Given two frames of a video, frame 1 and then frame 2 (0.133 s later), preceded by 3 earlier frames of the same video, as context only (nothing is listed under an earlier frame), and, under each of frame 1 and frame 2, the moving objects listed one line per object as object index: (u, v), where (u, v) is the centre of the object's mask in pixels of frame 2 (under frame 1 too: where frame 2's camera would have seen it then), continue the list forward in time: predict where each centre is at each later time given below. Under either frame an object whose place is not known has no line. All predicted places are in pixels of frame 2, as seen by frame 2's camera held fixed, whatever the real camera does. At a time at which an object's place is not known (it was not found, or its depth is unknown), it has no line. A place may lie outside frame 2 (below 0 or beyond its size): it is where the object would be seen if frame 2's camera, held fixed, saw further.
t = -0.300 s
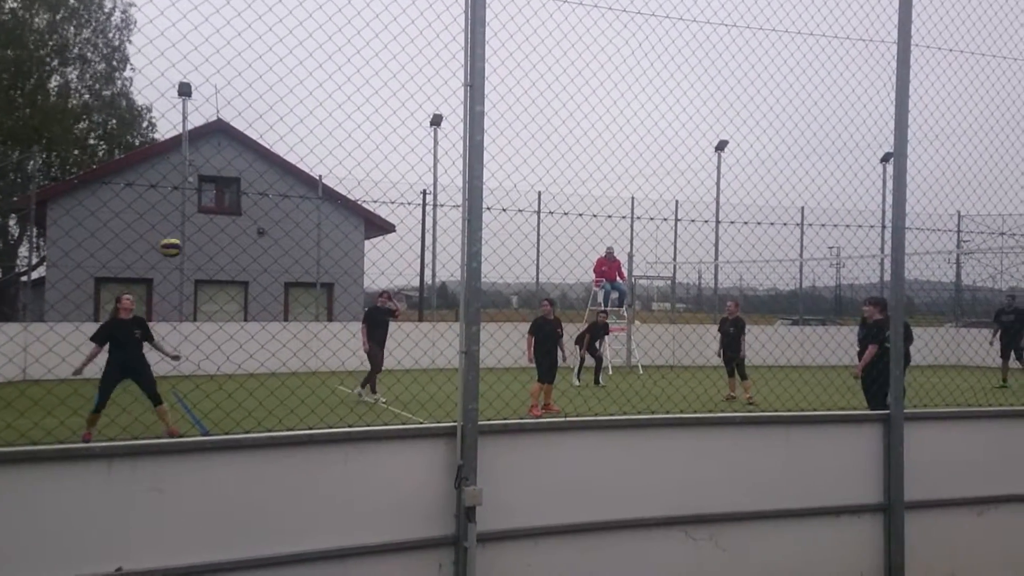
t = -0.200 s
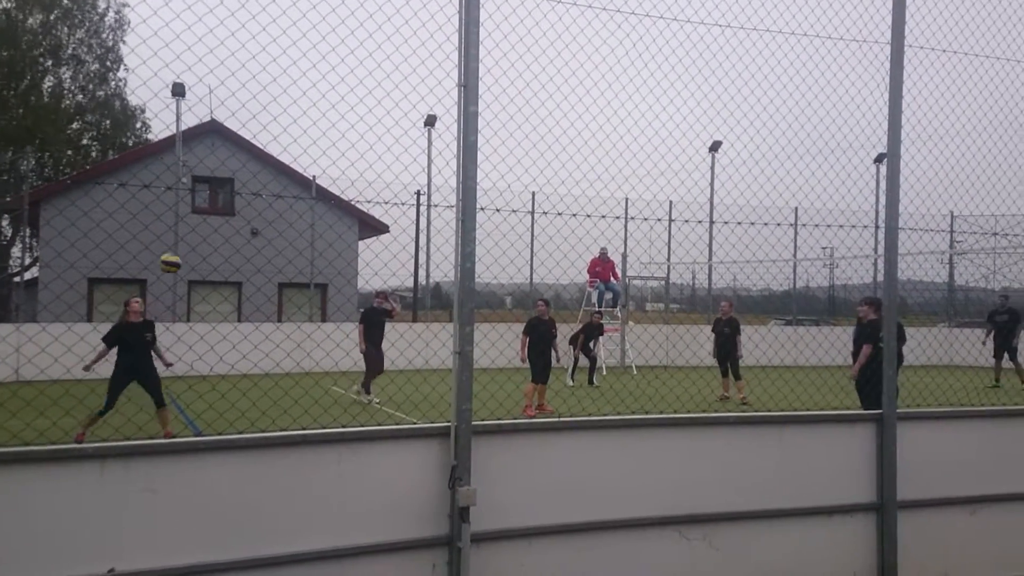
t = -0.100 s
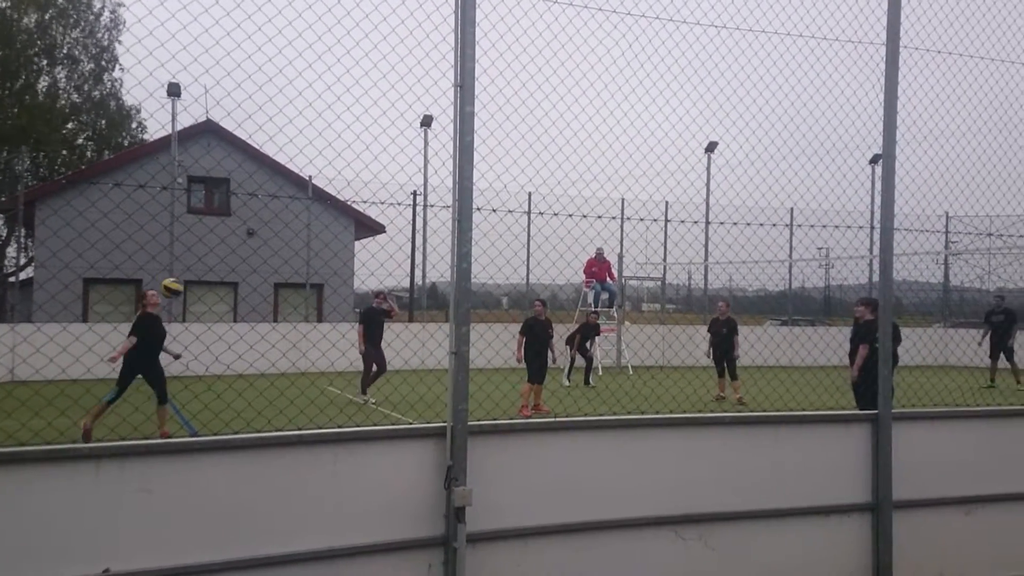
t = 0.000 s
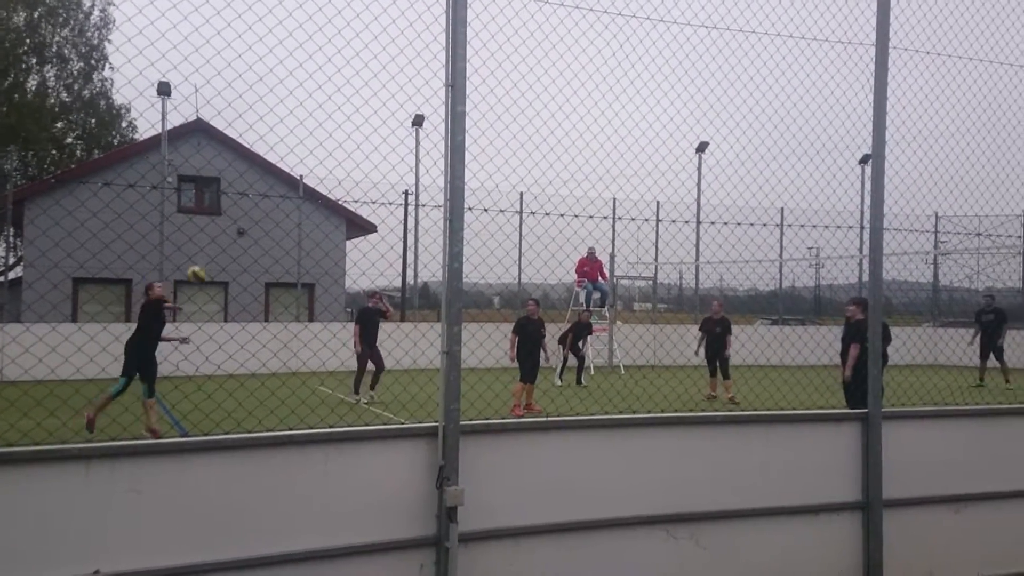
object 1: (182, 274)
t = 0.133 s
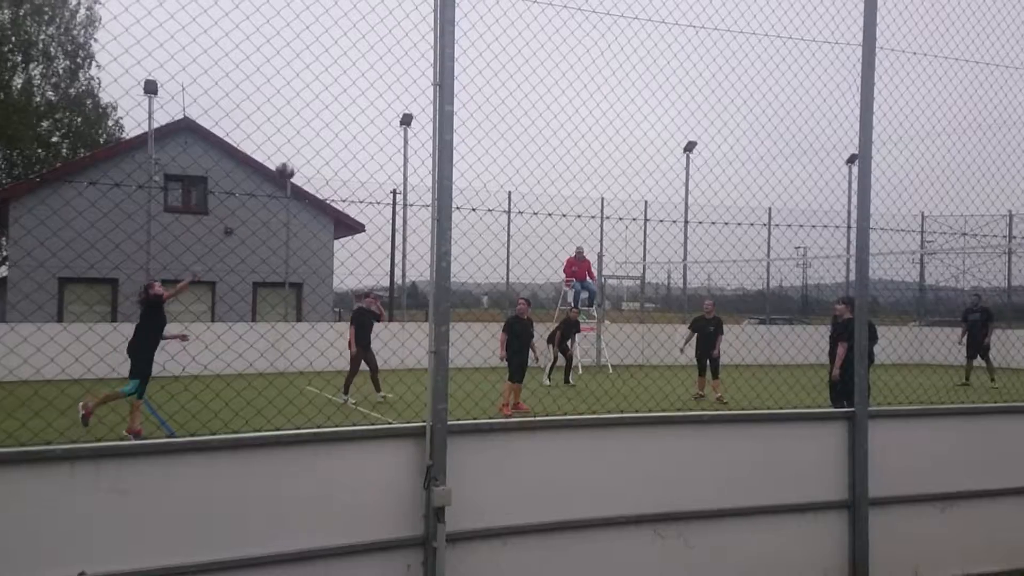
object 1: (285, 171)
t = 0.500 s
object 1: (498, 5)
